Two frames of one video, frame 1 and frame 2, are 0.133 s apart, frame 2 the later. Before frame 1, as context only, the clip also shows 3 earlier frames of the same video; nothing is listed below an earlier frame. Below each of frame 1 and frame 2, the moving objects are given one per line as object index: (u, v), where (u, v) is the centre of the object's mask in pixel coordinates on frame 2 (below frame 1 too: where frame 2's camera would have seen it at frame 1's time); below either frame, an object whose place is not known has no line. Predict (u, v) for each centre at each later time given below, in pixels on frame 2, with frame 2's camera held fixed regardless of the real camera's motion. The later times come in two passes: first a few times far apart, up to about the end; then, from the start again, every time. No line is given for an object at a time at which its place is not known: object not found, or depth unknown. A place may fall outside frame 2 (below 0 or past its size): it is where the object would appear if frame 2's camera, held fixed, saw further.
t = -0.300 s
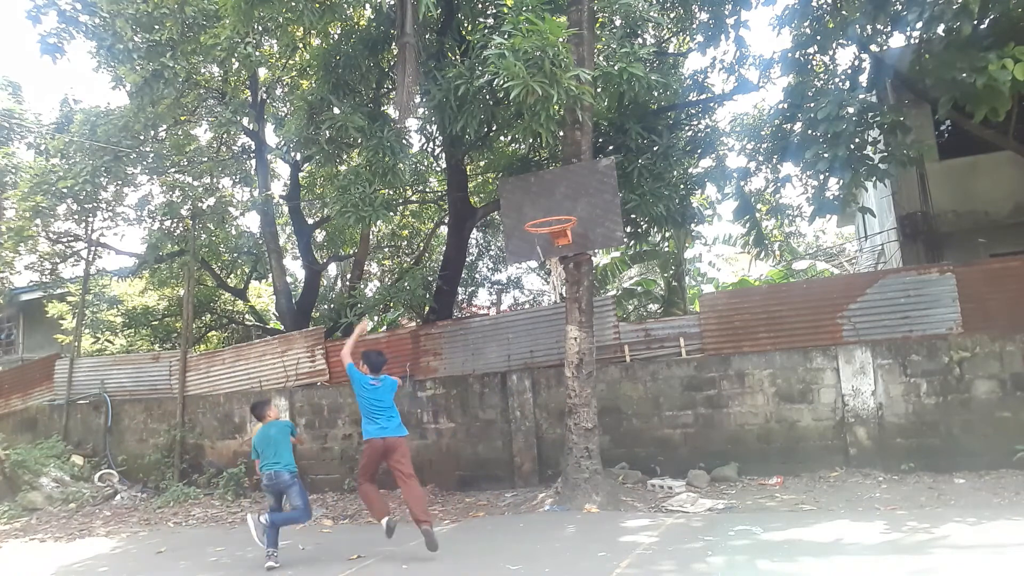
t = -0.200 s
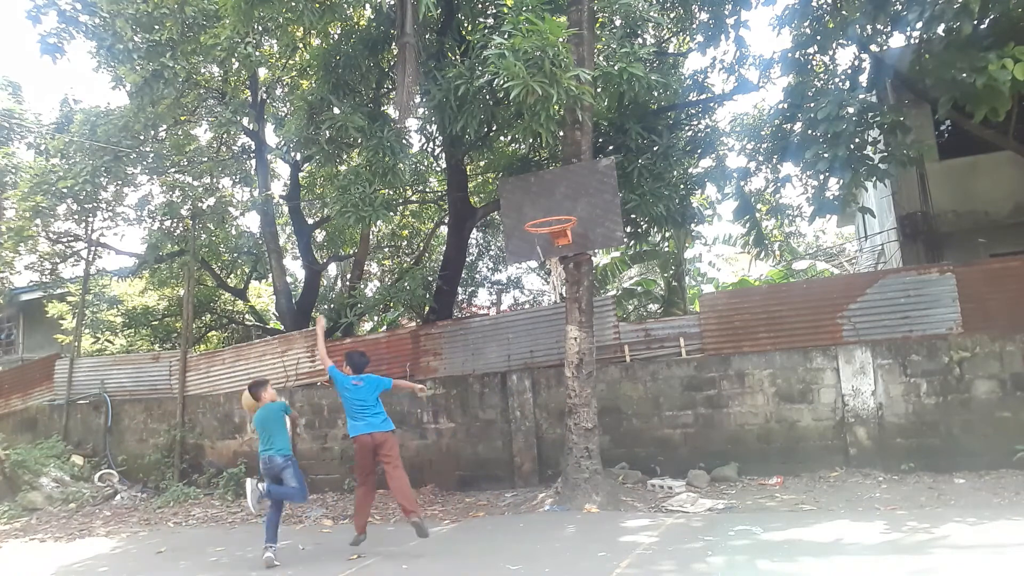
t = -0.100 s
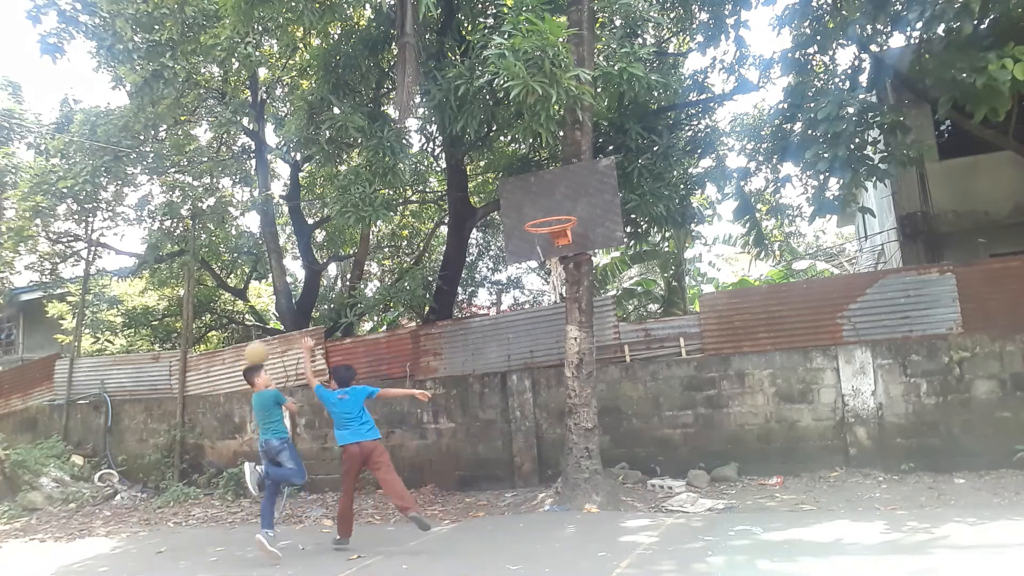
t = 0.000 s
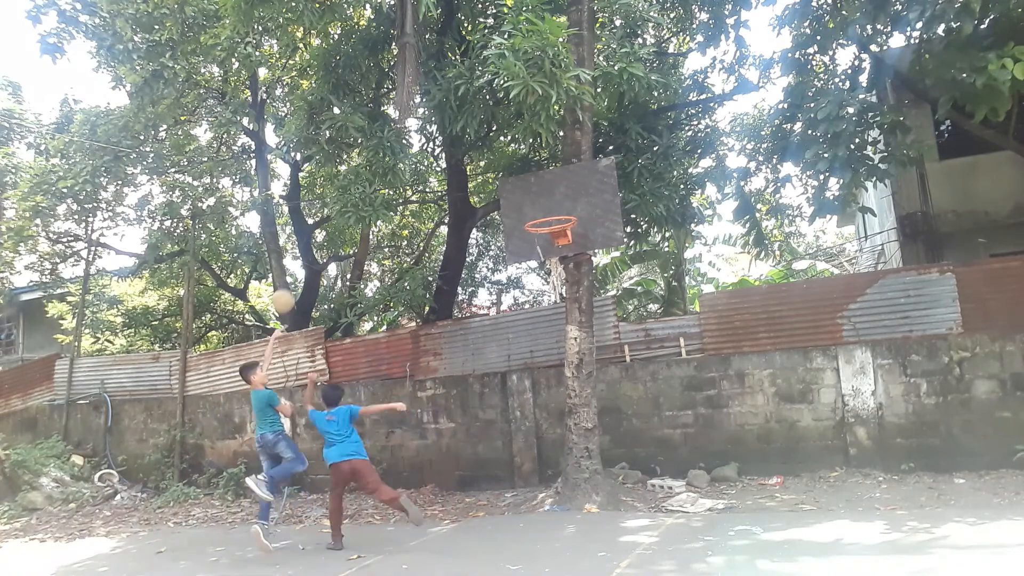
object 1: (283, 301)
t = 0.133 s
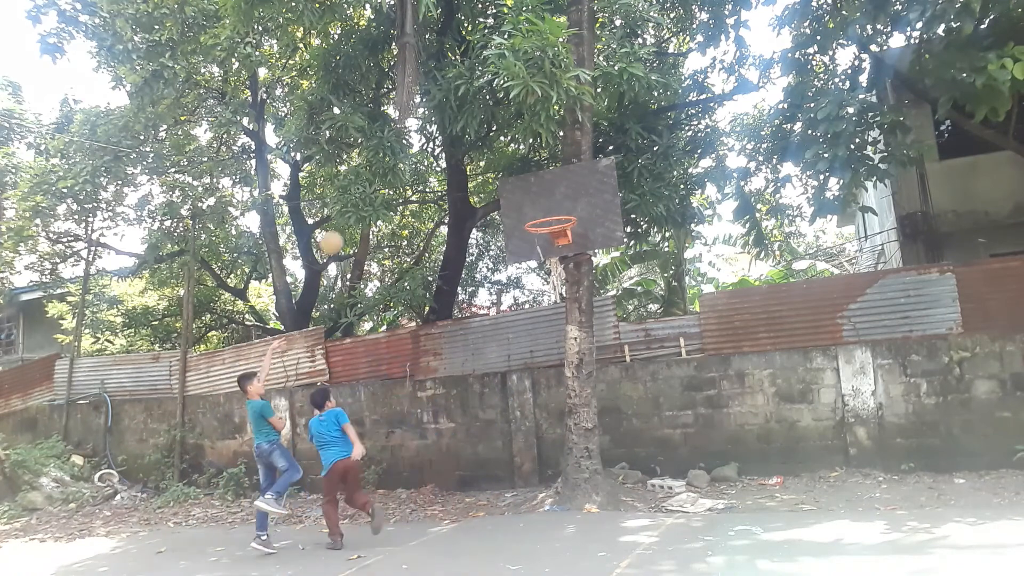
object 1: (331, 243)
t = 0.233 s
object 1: (367, 211)
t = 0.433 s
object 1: (439, 177)
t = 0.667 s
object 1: (523, 186)
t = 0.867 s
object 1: (574, 199)
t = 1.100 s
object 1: (588, 176)
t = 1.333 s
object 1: (604, 206)
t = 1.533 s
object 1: (617, 268)
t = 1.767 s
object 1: (638, 401)
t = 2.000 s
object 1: (651, 462)
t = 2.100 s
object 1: (651, 417)
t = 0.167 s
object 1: (343, 231)
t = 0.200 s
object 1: (355, 220)
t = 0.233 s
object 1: (367, 211)
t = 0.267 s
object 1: (379, 203)
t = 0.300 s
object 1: (391, 195)
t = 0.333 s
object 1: (403, 189)
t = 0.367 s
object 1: (415, 184)
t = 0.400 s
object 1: (426, 180)
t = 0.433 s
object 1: (439, 177)
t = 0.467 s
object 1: (451, 175)
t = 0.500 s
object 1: (462, 174)
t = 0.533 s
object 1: (475, 174)
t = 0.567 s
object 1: (487, 176)
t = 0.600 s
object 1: (499, 178)
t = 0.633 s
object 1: (511, 182)
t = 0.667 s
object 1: (523, 186)
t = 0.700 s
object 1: (536, 191)
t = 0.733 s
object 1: (548, 198)
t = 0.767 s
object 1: (560, 205)
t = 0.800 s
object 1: (572, 211)
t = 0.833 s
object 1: (573, 207)
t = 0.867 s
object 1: (574, 199)
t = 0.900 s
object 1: (576, 192)
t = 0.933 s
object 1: (578, 187)
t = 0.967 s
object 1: (580, 183)
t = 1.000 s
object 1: (582, 180)
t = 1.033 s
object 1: (584, 178)
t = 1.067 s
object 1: (586, 176)
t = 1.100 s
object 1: (588, 176)
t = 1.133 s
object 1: (590, 178)
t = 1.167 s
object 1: (592, 180)
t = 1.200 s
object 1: (594, 183)
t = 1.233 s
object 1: (596, 187)
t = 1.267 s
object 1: (599, 192)
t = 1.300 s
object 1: (602, 199)
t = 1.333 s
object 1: (604, 206)
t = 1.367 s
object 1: (606, 214)
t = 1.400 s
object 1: (608, 222)
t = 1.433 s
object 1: (610, 232)
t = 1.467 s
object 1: (612, 242)
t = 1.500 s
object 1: (615, 254)
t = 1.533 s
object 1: (617, 268)
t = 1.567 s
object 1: (620, 284)
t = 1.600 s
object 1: (623, 300)
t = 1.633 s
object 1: (626, 316)
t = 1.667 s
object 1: (629, 336)
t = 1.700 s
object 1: (632, 356)
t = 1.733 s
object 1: (634, 378)
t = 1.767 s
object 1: (638, 401)
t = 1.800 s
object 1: (641, 425)
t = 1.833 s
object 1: (644, 452)
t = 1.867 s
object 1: (648, 478)
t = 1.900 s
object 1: (651, 508)
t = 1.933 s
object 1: (651, 496)
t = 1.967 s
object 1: (651, 478)
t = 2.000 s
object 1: (651, 462)
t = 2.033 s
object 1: (651, 445)
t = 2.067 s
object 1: (651, 431)
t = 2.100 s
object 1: (651, 417)
